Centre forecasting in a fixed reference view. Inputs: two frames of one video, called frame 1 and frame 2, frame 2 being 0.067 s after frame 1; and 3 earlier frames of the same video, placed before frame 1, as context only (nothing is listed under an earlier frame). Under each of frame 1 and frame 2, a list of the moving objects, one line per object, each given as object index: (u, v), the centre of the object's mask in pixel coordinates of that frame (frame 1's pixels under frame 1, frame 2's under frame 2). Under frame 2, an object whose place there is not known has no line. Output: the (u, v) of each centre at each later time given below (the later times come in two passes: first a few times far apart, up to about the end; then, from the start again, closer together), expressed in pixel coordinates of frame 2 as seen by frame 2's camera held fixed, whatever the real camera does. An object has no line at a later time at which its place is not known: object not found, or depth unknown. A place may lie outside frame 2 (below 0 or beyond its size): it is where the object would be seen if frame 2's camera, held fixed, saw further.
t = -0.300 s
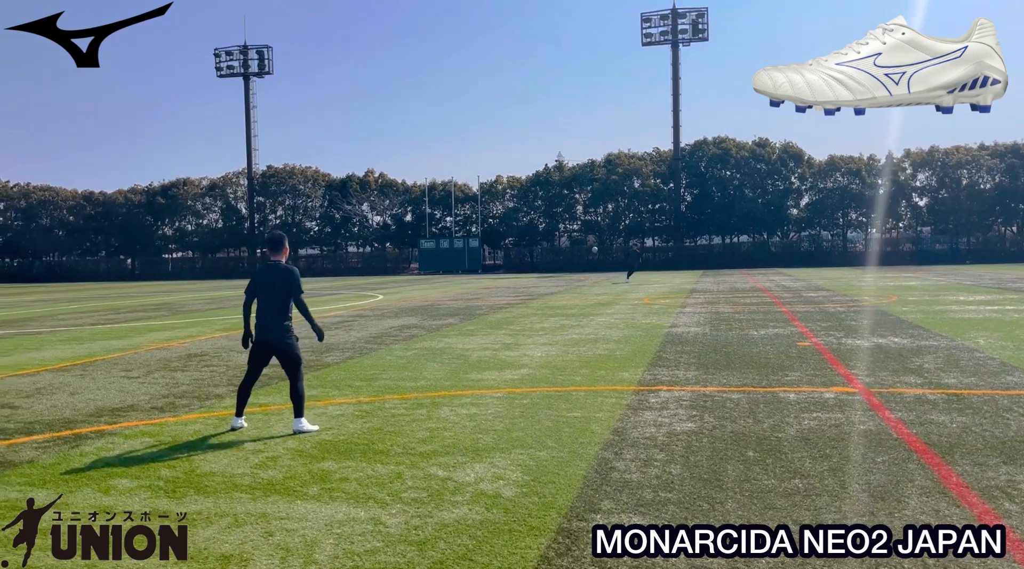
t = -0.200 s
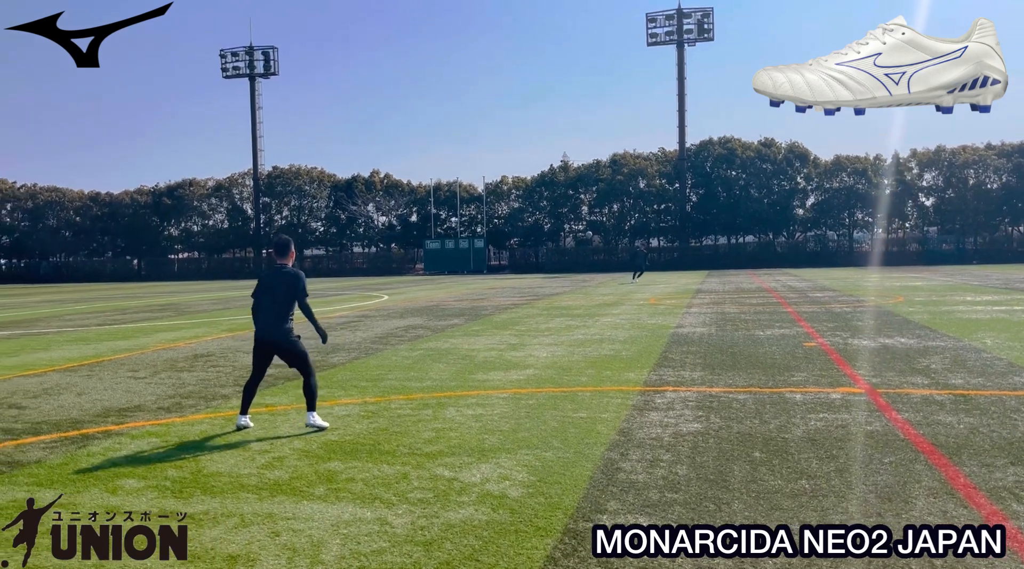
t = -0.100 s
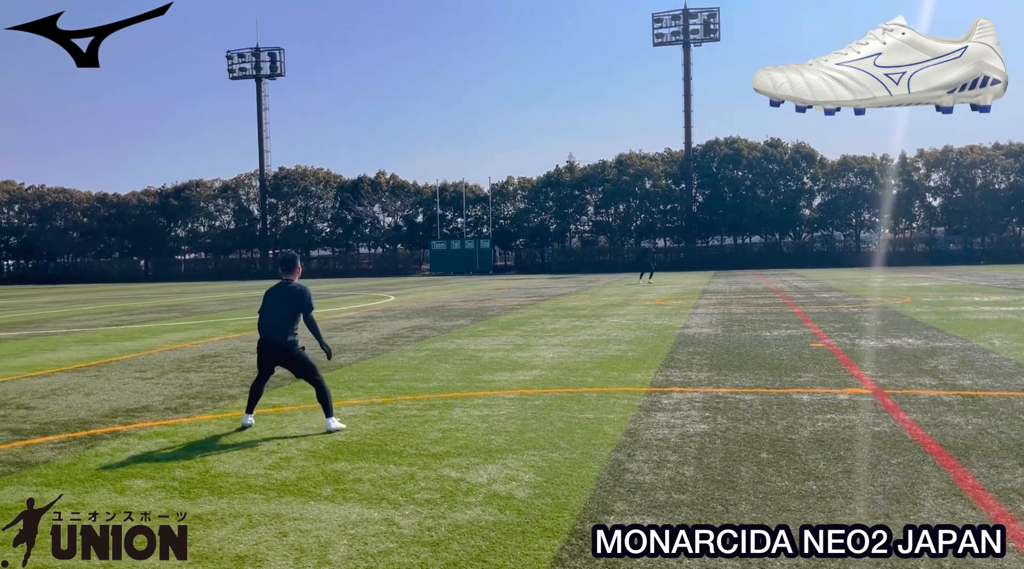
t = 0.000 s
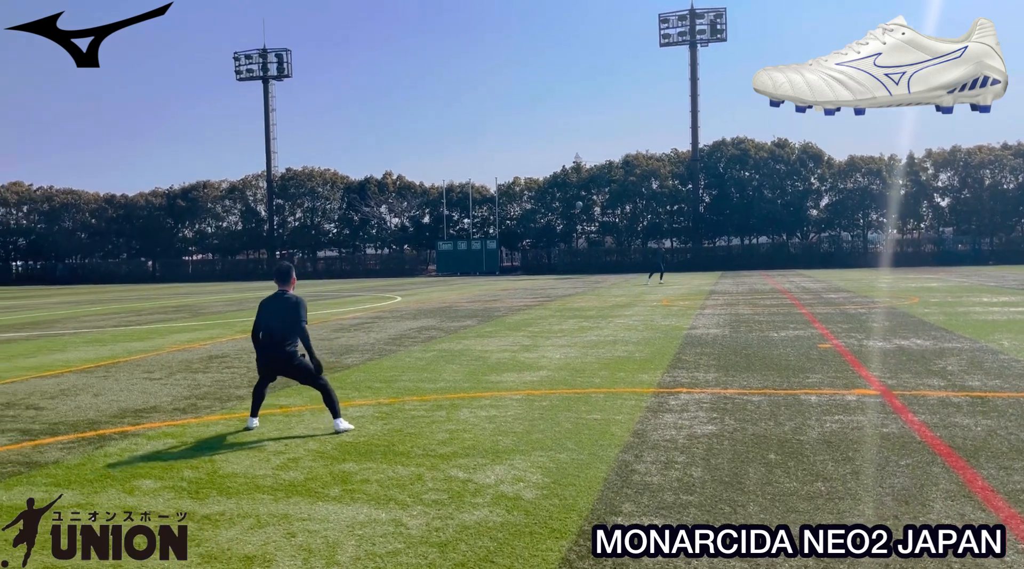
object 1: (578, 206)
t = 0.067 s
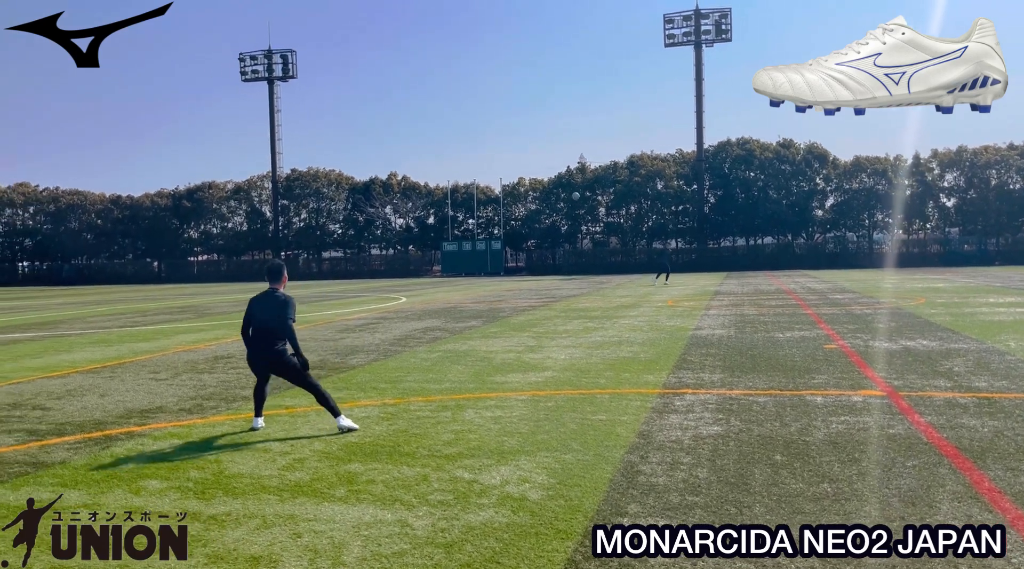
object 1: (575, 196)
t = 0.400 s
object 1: (531, 153)
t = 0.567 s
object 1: (503, 136)
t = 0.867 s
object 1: (440, 125)
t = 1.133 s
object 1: (356, 149)
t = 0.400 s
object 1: (531, 153)
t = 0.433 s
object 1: (525, 149)
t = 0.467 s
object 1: (520, 146)
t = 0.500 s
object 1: (515, 143)
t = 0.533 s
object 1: (509, 139)
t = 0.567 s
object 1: (503, 136)
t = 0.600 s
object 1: (497, 134)
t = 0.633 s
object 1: (491, 132)
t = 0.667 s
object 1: (485, 130)
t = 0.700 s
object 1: (478, 128)
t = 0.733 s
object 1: (471, 127)
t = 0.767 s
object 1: (464, 125)
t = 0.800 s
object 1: (456, 125)
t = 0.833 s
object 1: (448, 125)
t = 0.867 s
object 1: (440, 125)
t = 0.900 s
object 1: (431, 126)
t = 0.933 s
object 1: (422, 127)
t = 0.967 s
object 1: (412, 128)
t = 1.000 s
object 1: (402, 131)
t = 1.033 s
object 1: (392, 134)
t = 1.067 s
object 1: (380, 138)
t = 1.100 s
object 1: (368, 143)
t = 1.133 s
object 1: (356, 149)
